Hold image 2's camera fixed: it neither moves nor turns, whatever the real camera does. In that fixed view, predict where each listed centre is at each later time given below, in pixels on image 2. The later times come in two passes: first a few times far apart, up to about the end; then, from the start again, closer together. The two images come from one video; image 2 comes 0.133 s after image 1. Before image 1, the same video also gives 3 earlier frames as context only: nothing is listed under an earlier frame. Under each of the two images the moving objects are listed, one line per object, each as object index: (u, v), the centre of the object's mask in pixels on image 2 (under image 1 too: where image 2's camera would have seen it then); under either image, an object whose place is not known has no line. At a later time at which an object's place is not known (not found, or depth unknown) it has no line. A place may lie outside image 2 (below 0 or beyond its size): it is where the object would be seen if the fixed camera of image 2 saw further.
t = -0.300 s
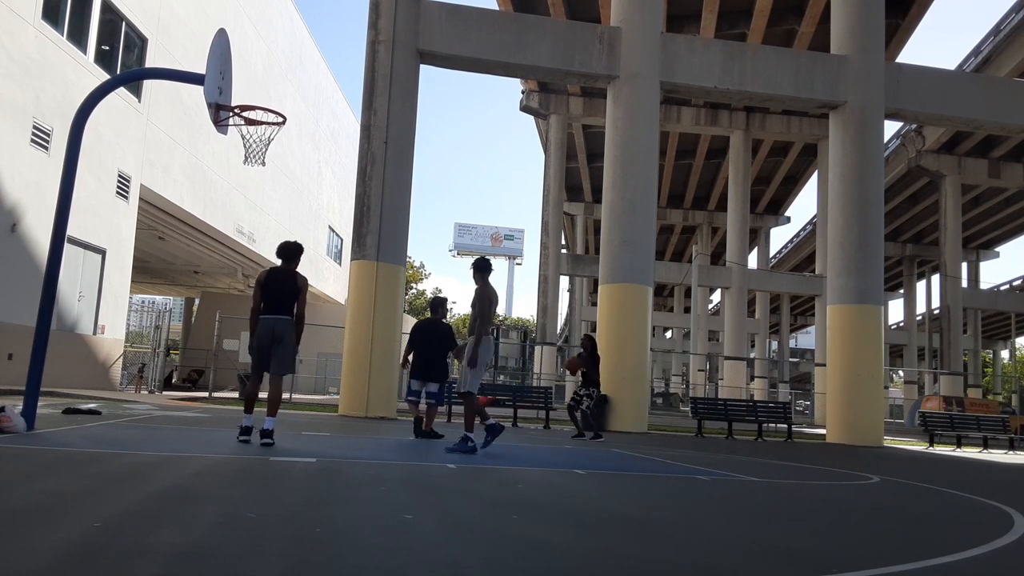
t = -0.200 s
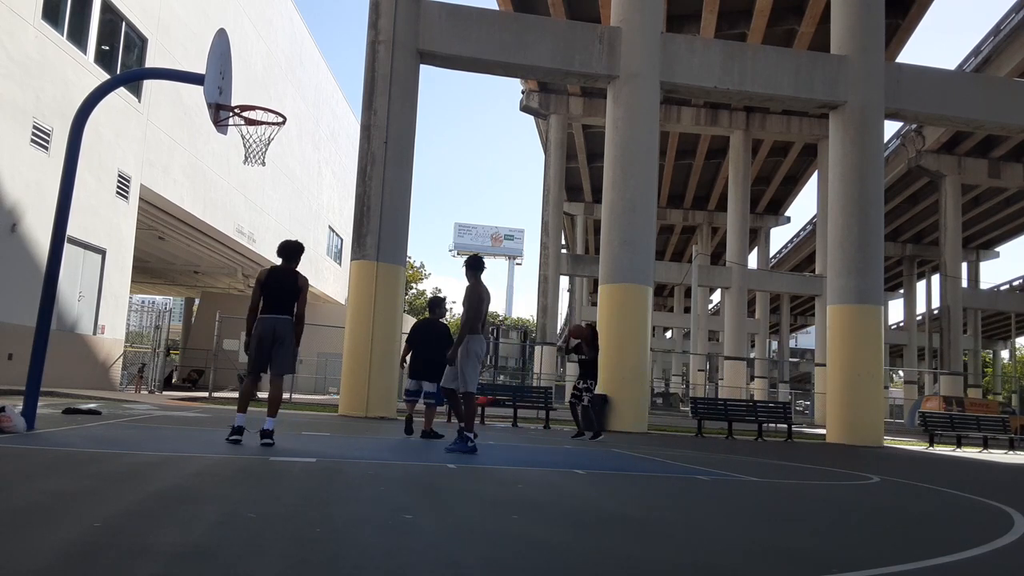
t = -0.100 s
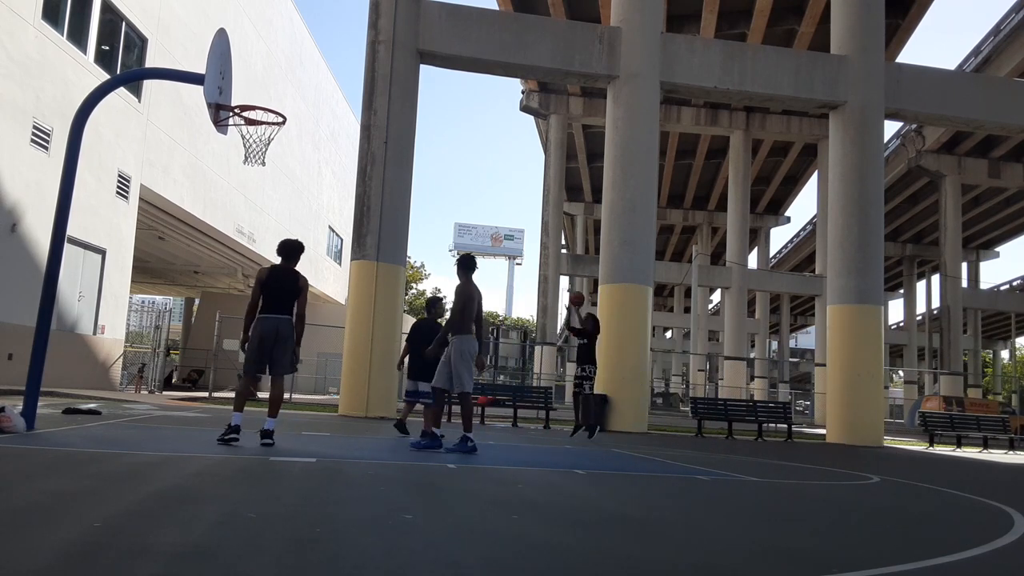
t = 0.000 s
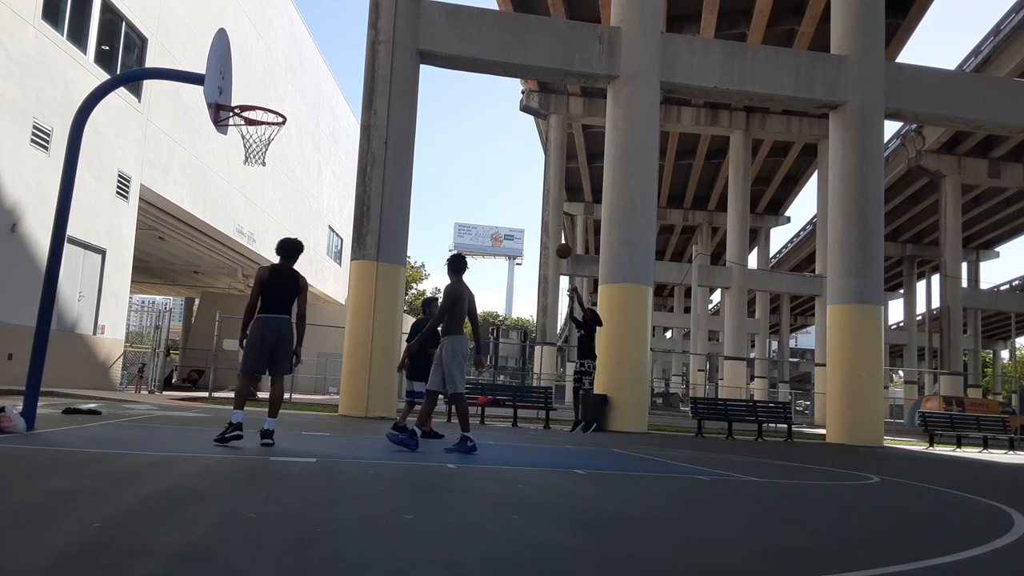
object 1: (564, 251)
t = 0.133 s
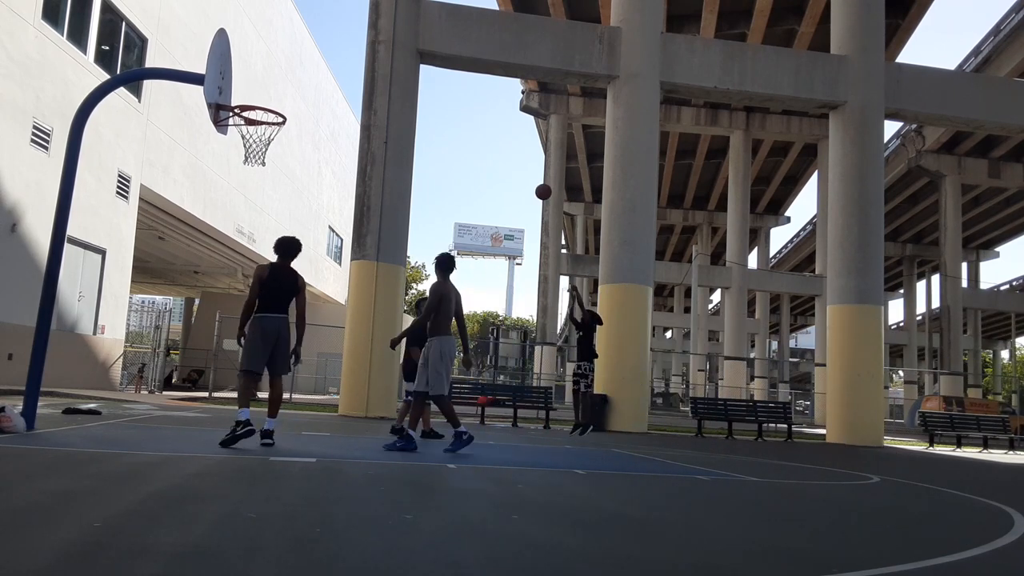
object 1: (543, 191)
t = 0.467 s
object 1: (485, 78)
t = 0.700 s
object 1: (435, 32)
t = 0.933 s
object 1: (372, 22)
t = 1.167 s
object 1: (292, 57)
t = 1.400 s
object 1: (291, 74)
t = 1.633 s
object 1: (398, 49)
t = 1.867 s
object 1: (497, 76)
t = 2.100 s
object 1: (589, 154)
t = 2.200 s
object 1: (629, 202)
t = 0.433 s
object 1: (492, 87)
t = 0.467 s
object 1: (485, 78)
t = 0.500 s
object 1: (479, 70)
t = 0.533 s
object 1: (471, 61)
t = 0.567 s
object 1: (465, 54)
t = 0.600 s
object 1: (457, 48)
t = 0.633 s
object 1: (450, 42)
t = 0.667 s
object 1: (443, 36)
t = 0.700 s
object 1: (435, 32)
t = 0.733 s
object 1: (426, 28)
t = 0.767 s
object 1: (418, 25)
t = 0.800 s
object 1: (410, 22)
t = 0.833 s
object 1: (401, 21)
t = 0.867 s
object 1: (391, 20)
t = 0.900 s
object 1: (382, 20)
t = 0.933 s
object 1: (372, 22)
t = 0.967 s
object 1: (362, 23)
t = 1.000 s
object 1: (351, 26)
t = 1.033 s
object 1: (340, 30)
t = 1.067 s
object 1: (329, 35)
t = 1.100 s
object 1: (317, 42)
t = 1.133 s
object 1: (305, 49)
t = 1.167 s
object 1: (292, 57)
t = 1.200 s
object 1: (279, 67)
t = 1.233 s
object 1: (265, 79)
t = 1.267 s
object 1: (251, 91)
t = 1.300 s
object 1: (241, 101)
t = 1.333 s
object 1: (258, 91)
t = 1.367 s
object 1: (275, 82)
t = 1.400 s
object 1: (291, 74)
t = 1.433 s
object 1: (307, 67)
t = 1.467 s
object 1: (323, 61)
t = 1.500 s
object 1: (338, 57)
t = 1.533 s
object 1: (353, 53)
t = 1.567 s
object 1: (368, 51)
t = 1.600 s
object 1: (384, 49)
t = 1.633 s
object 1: (398, 49)
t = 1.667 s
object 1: (413, 50)
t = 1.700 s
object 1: (427, 51)
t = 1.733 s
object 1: (441, 54)
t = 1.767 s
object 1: (456, 58)
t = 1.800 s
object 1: (470, 63)
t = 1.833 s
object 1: (484, 69)
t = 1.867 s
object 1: (497, 76)
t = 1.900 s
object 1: (510, 84)
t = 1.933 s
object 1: (524, 92)
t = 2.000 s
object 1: (551, 114)
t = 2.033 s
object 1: (564, 126)
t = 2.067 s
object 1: (577, 139)
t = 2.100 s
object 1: (589, 154)
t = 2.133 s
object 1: (603, 168)
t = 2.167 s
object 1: (616, 184)
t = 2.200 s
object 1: (629, 202)
